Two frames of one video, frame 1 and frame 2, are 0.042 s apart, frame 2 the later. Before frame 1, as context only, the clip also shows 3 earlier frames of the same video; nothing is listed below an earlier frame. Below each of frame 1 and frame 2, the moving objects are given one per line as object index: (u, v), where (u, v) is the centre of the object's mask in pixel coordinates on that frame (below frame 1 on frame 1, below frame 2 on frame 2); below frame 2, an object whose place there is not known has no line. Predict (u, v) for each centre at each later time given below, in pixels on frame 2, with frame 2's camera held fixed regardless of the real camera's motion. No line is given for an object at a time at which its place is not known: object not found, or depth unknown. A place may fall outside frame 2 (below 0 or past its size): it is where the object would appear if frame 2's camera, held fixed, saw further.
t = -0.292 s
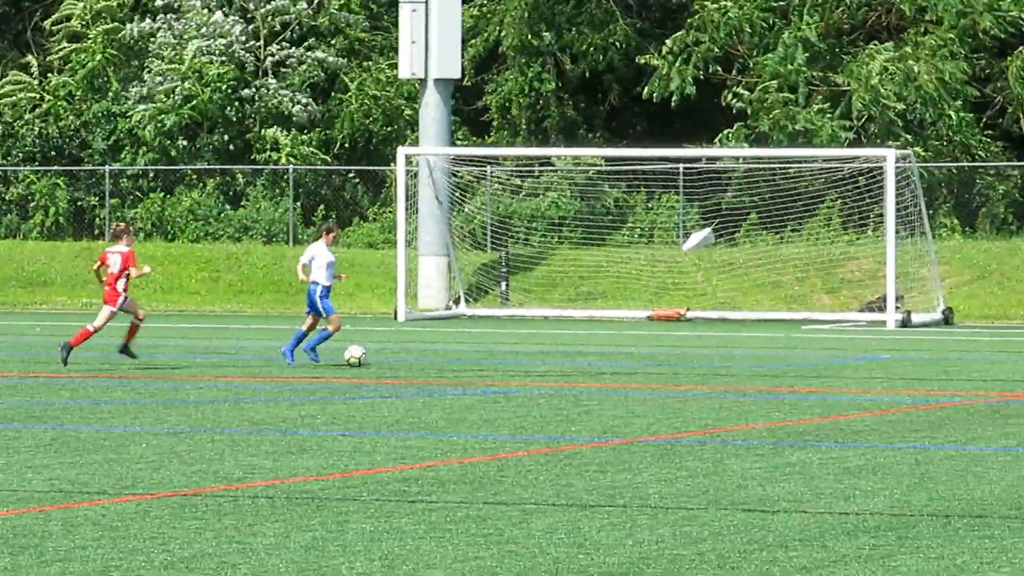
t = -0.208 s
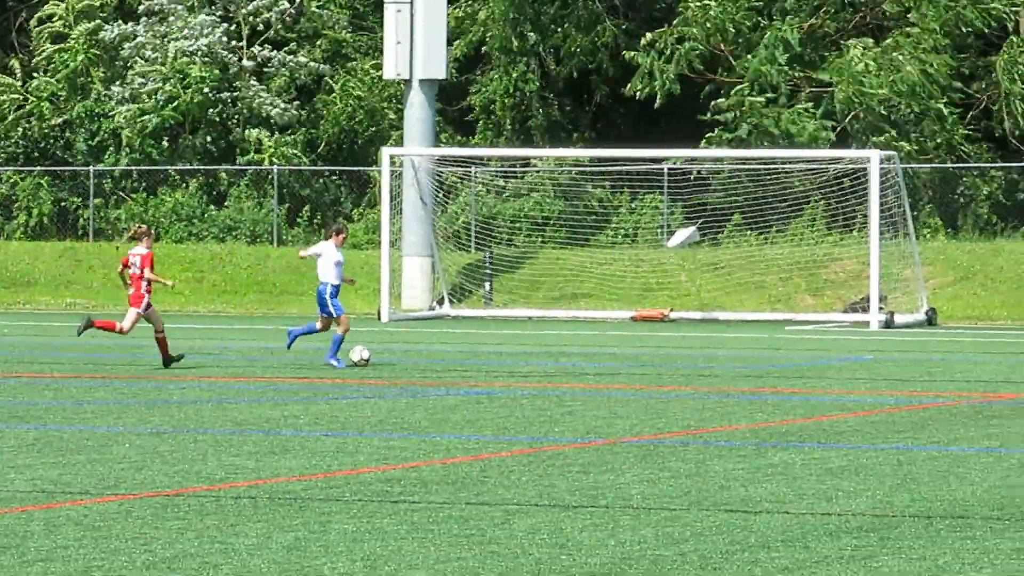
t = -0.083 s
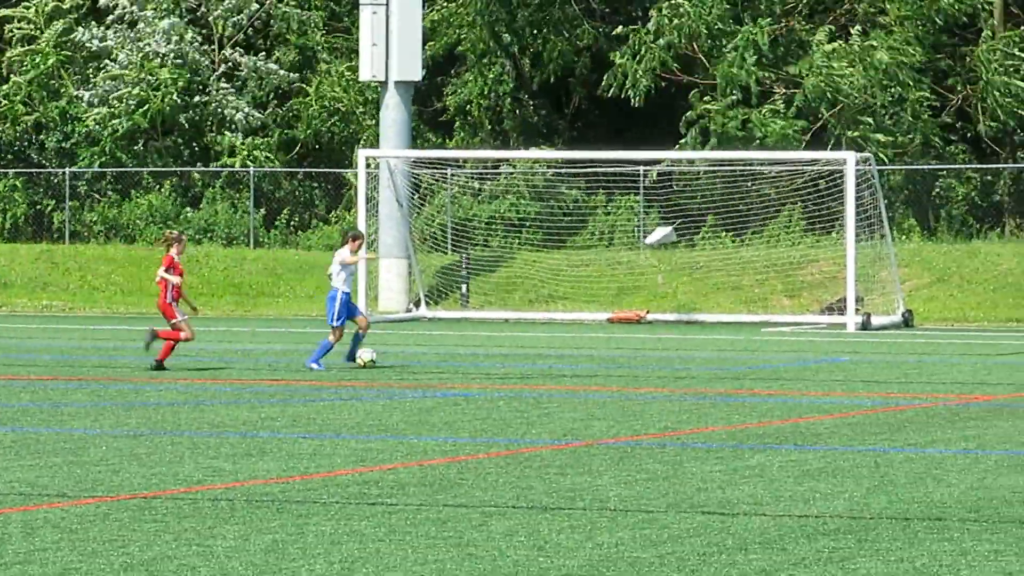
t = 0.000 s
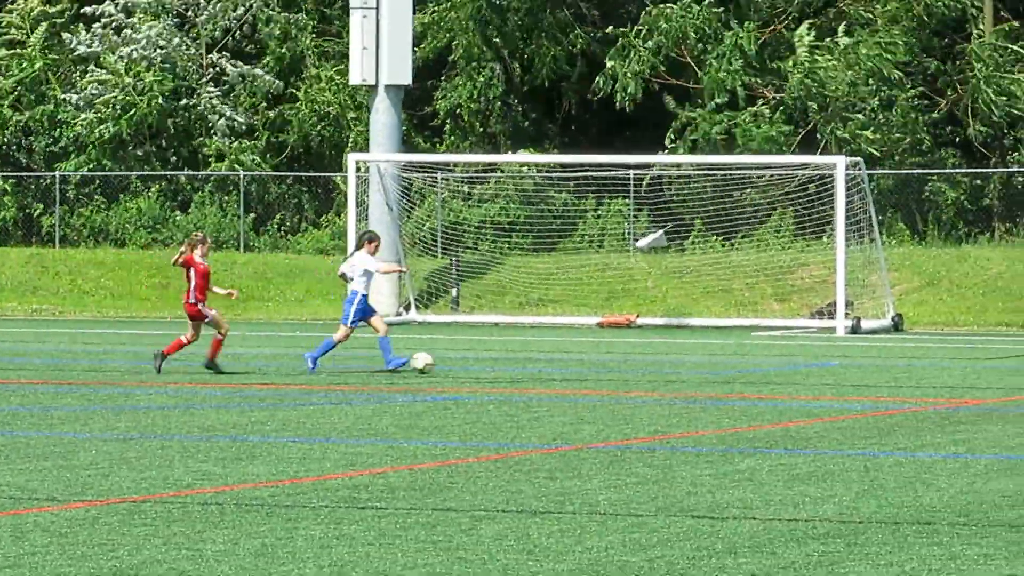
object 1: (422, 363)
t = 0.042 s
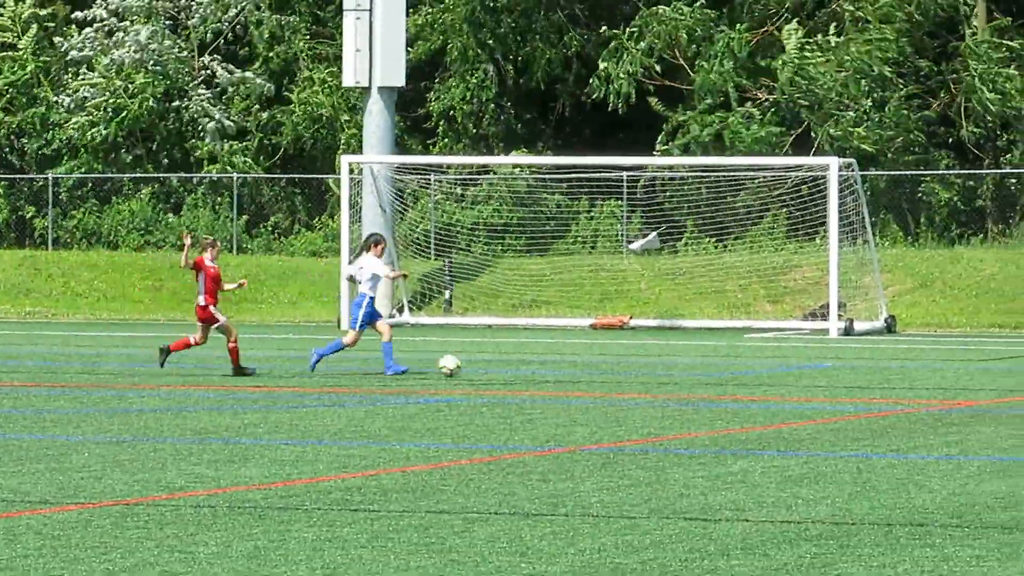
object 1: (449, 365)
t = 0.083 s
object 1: (482, 367)
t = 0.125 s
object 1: (513, 369)
